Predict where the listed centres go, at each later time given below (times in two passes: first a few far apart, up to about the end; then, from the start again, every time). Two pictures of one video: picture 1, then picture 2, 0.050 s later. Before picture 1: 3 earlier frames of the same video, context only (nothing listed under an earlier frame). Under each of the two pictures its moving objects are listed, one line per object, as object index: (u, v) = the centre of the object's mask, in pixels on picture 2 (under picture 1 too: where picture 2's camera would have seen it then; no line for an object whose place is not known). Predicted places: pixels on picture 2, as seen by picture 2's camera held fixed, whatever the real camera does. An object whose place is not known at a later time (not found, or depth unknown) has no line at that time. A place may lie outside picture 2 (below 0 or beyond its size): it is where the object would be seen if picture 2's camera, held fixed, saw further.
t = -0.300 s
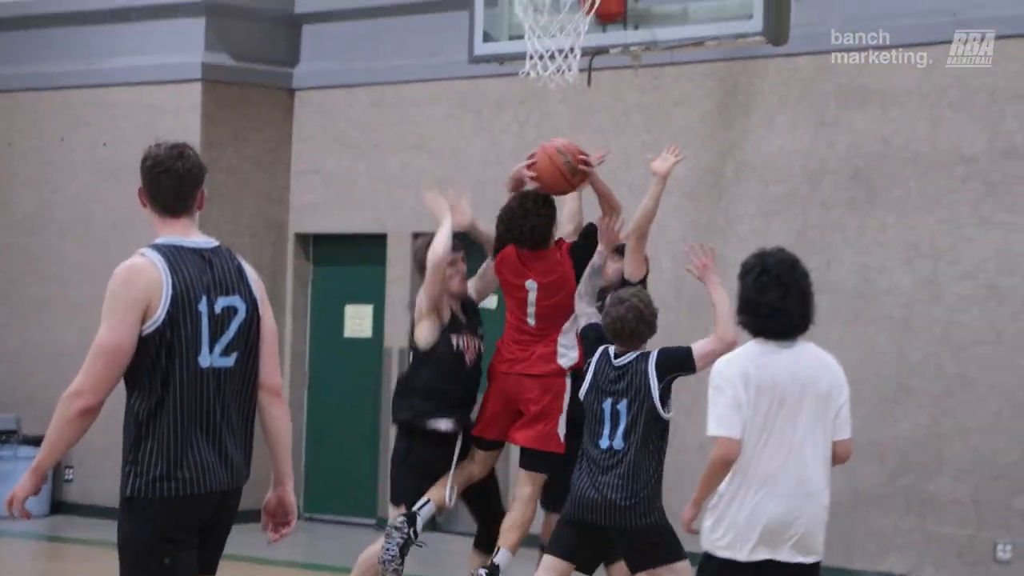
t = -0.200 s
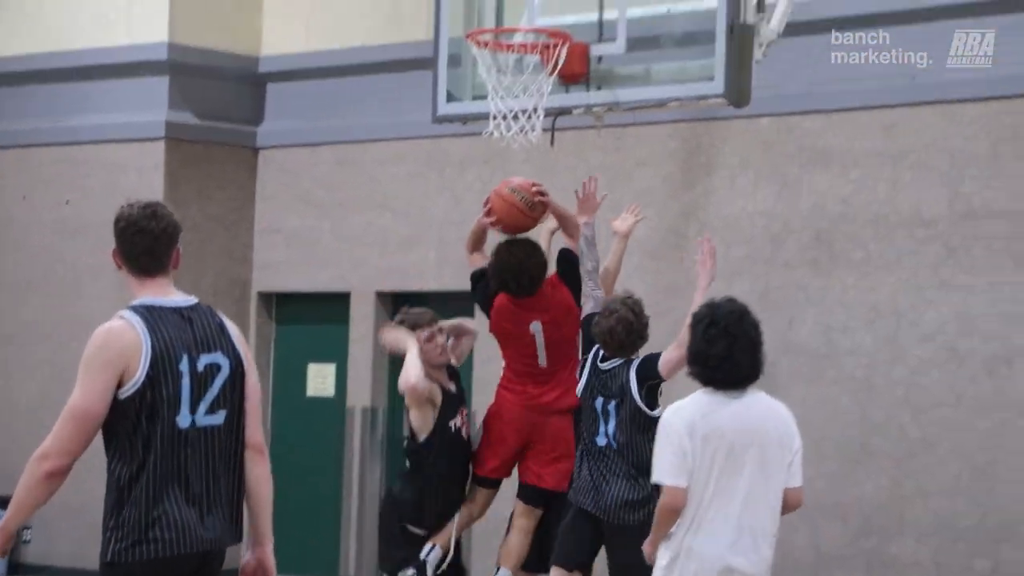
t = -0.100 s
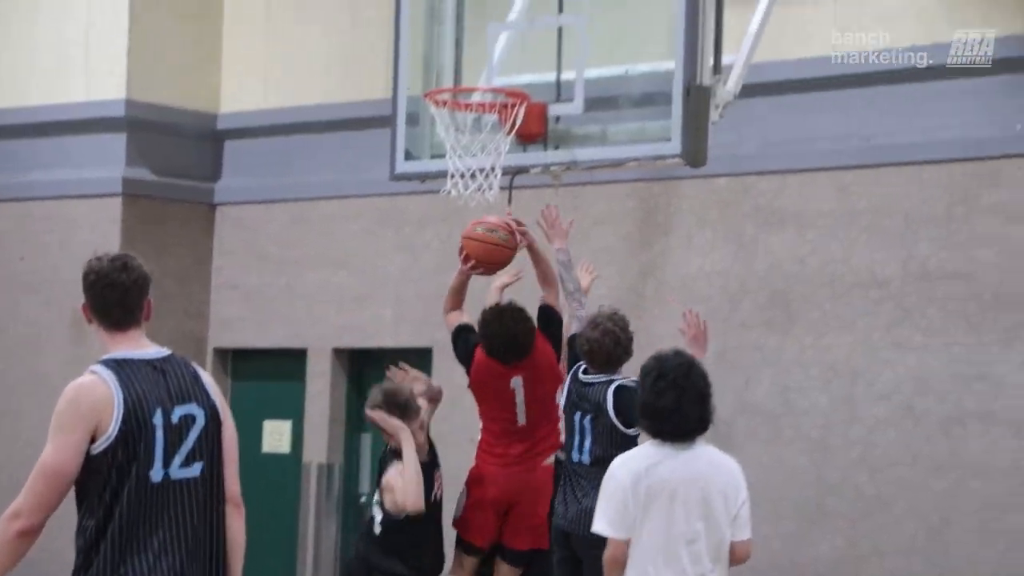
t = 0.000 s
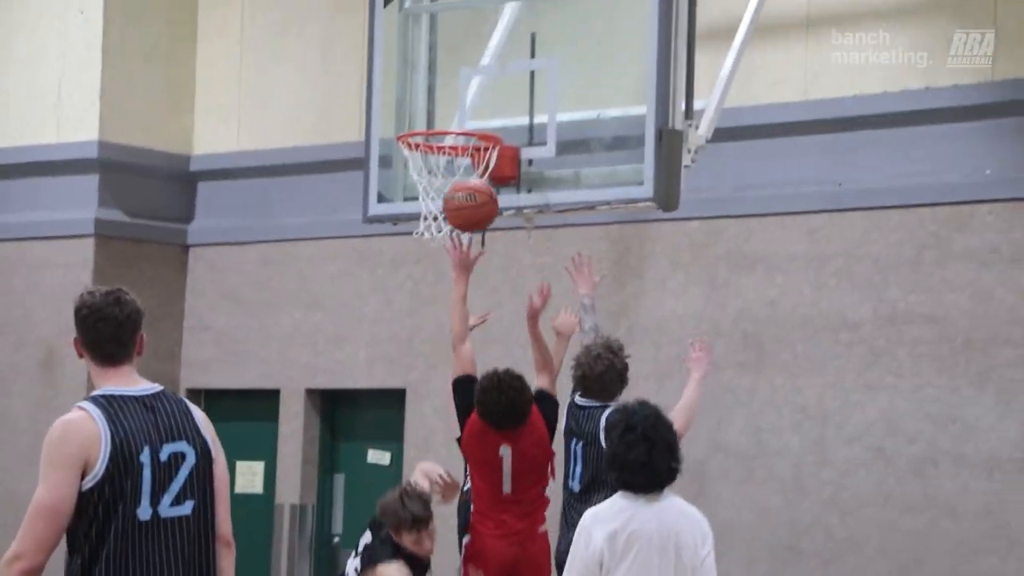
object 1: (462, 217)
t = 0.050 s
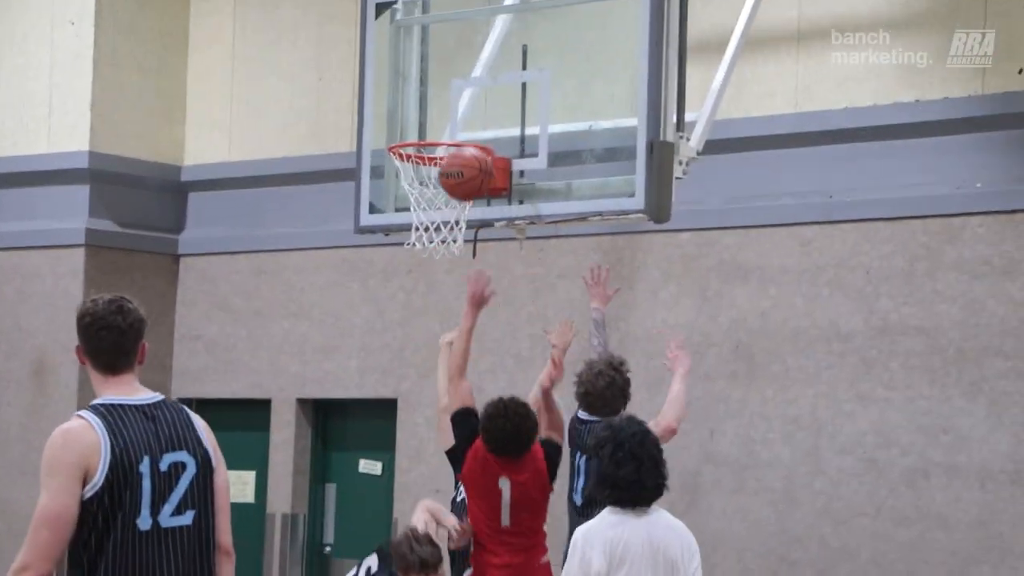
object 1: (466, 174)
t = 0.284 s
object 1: (486, 57)
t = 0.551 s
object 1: (502, 72)
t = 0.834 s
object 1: (425, 210)
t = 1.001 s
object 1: (390, 329)
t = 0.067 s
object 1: (468, 162)
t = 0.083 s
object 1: (470, 149)
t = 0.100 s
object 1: (472, 137)
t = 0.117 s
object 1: (473, 127)
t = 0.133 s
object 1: (474, 117)
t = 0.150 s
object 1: (476, 108)
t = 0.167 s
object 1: (477, 99)
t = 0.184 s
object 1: (479, 92)
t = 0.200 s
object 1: (480, 85)
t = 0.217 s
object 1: (481, 78)
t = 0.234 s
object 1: (483, 72)
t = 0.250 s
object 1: (484, 66)
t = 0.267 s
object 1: (485, 62)
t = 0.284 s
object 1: (486, 57)
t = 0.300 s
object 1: (487, 54)
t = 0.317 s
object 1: (489, 51)
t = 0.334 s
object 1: (490, 49)
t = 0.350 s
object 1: (491, 47)
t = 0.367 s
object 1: (492, 46)
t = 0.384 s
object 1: (493, 45)
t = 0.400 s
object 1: (494, 45)
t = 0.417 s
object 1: (495, 46)
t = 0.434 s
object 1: (496, 47)
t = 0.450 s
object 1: (497, 49)
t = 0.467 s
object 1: (498, 51)
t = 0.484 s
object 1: (499, 54)
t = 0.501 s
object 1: (500, 58)
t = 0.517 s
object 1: (501, 62)
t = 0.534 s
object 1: (502, 67)
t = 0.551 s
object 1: (502, 72)
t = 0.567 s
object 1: (503, 78)
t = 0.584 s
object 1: (502, 83)
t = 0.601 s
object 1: (498, 88)
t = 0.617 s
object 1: (493, 93)
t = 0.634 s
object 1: (488, 98)
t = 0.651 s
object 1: (483, 104)
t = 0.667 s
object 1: (477, 111)
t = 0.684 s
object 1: (472, 118)
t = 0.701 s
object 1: (467, 123)
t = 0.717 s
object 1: (462, 128)
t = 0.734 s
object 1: (457, 132)
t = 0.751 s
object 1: (451, 155)
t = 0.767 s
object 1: (448, 167)
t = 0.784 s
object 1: (442, 175)
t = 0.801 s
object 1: (434, 187)
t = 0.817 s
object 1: (430, 200)
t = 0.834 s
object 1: (425, 210)
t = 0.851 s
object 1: (420, 222)
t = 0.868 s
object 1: (416, 231)
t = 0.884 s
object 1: (414, 242)
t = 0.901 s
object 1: (410, 253)
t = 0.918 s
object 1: (407, 263)
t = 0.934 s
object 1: (403, 275)
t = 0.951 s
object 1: (400, 287)
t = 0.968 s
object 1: (396, 301)
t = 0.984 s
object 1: (393, 315)
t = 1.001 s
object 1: (390, 329)
